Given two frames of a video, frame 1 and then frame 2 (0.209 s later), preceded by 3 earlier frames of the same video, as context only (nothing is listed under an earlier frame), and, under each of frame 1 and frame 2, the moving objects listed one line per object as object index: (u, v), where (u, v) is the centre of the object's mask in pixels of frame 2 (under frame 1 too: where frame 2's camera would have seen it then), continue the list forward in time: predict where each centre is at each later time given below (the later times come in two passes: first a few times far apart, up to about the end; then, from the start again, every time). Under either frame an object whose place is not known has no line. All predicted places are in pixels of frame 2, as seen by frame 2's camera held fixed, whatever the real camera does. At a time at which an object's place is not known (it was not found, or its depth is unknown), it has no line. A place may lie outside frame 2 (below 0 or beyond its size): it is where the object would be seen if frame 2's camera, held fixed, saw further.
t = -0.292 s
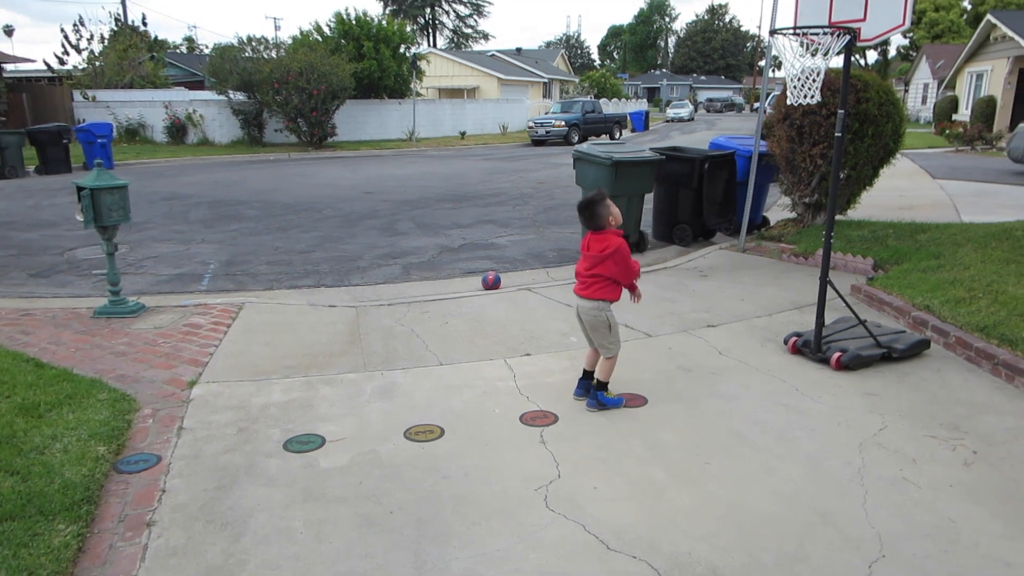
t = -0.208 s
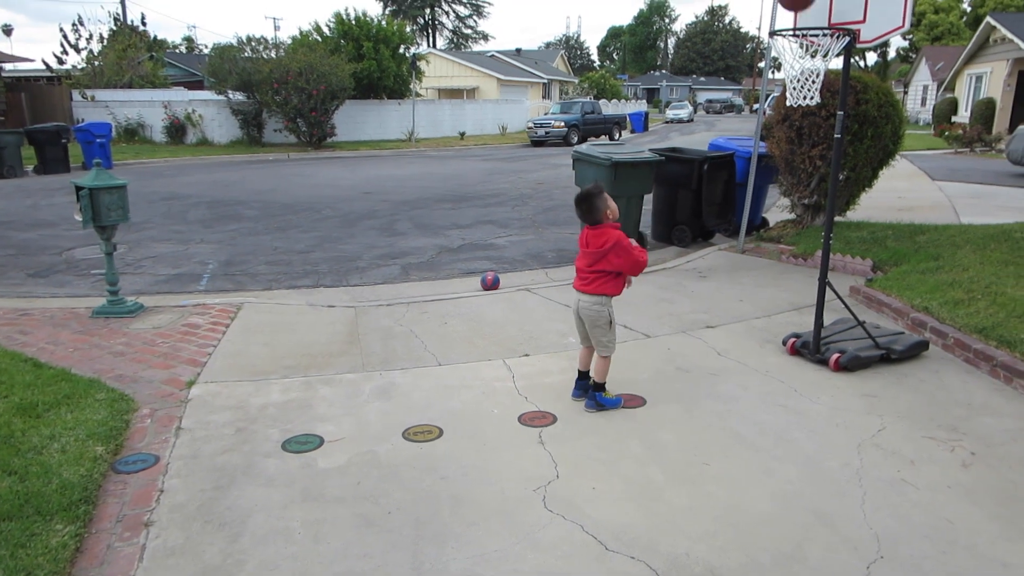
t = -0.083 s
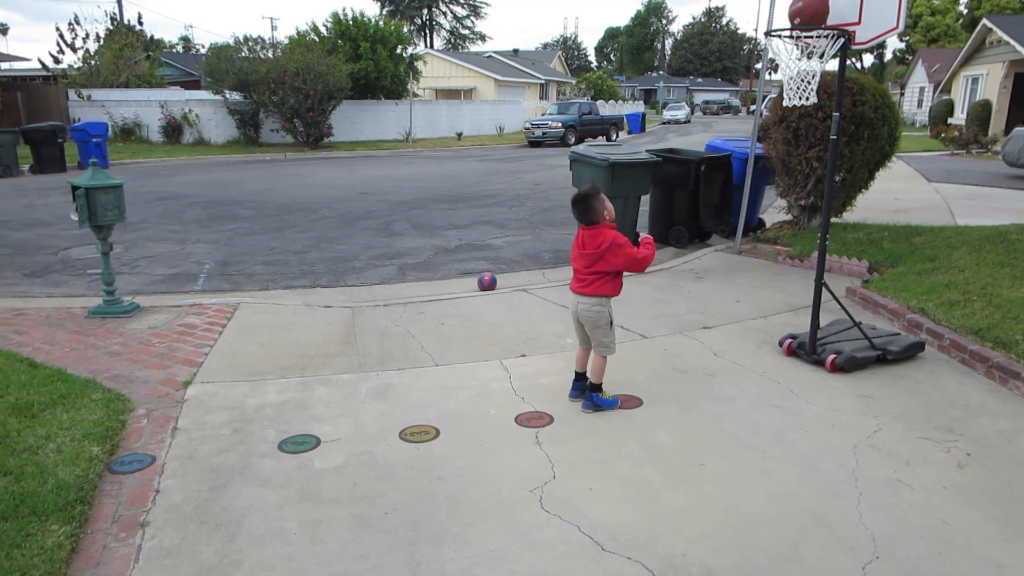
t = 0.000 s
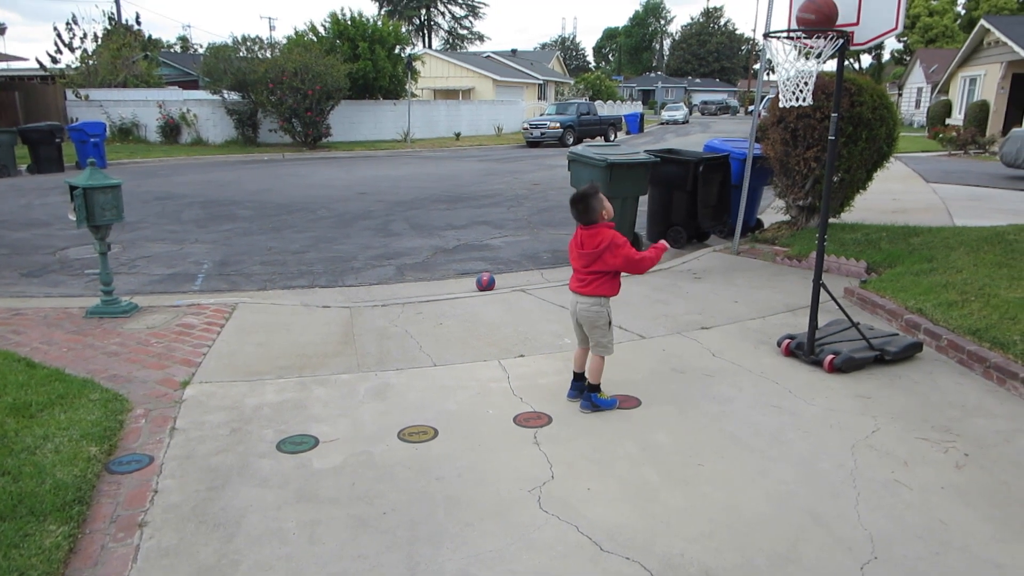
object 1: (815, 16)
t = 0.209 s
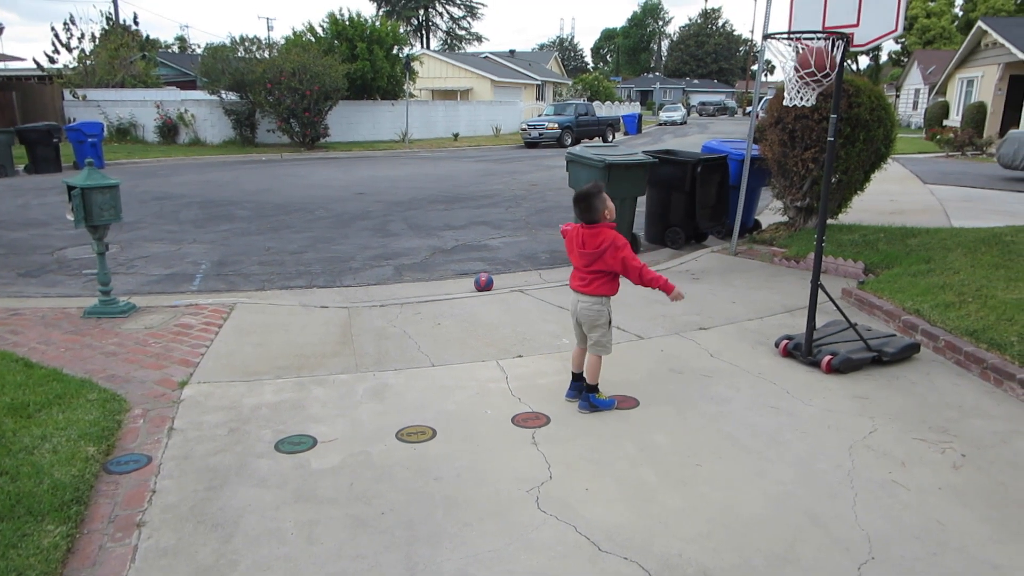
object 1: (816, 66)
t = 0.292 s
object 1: (804, 88)
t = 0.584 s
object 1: (753, 213)
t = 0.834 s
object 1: (712, 305)
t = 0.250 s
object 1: (810, 81)
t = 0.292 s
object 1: (804, 88)
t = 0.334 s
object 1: (797, 100)
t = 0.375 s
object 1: (791, 112)
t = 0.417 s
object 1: (784, 125)
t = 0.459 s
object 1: (776, 143)
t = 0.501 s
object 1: (769, 164)
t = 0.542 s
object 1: (762, 187)
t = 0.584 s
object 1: (753, 213)
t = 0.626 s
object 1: (745, 241)
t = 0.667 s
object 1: (736, 272)
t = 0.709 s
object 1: (727, 305)
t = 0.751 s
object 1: (718, 340)
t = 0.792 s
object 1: (714, 335)
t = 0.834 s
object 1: (712, 305)
